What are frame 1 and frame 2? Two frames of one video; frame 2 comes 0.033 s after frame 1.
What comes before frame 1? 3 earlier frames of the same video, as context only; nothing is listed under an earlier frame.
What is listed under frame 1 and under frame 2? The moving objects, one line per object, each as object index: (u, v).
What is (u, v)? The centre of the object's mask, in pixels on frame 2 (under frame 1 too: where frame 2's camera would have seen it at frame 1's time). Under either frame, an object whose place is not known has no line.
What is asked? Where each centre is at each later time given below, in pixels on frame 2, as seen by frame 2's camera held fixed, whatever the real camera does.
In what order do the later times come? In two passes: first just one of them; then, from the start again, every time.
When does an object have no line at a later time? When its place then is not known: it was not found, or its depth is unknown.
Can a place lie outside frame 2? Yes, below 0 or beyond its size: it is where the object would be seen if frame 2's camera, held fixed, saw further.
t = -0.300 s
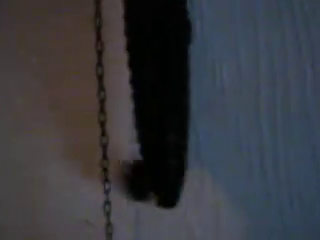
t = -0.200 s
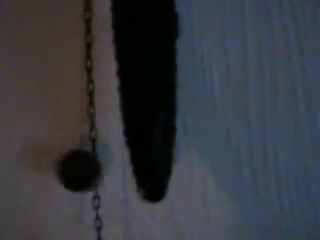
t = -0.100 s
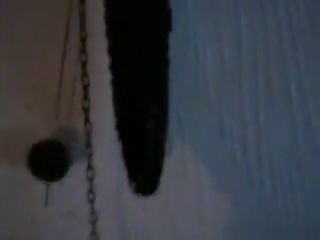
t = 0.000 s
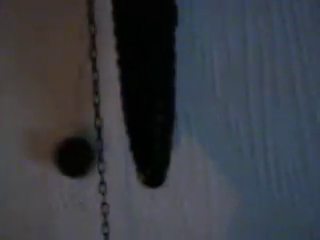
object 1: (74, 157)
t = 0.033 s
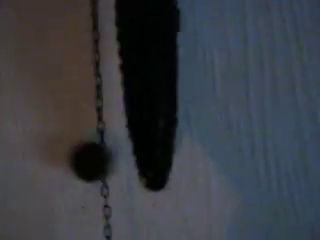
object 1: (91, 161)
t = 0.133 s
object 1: (132, 175)
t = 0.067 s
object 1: (108, 164)
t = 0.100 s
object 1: (126, 170)
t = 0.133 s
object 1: (132, 175)
